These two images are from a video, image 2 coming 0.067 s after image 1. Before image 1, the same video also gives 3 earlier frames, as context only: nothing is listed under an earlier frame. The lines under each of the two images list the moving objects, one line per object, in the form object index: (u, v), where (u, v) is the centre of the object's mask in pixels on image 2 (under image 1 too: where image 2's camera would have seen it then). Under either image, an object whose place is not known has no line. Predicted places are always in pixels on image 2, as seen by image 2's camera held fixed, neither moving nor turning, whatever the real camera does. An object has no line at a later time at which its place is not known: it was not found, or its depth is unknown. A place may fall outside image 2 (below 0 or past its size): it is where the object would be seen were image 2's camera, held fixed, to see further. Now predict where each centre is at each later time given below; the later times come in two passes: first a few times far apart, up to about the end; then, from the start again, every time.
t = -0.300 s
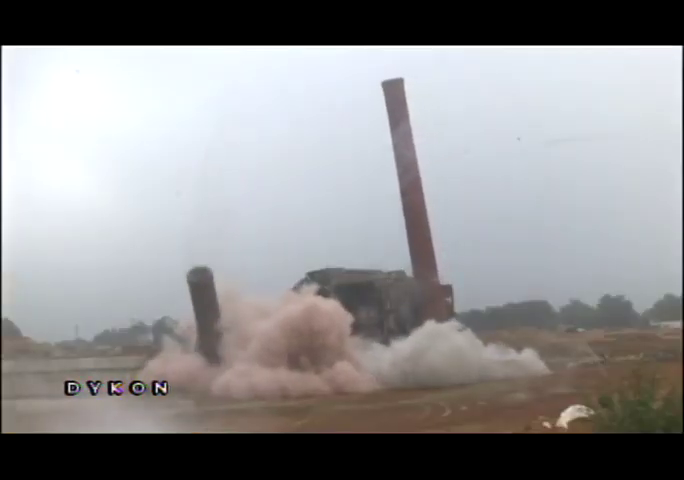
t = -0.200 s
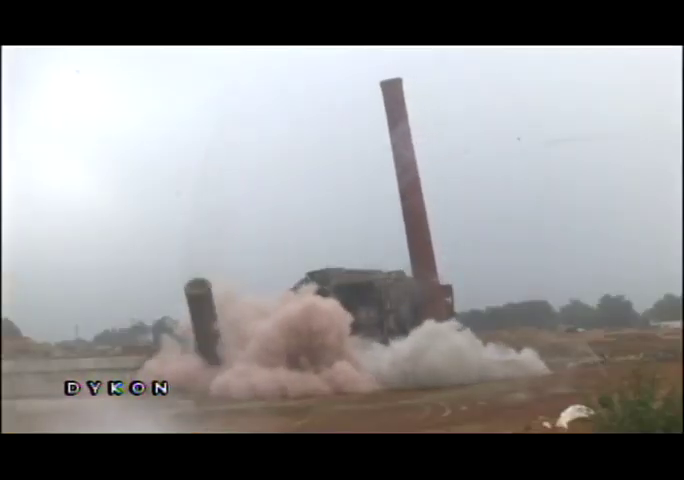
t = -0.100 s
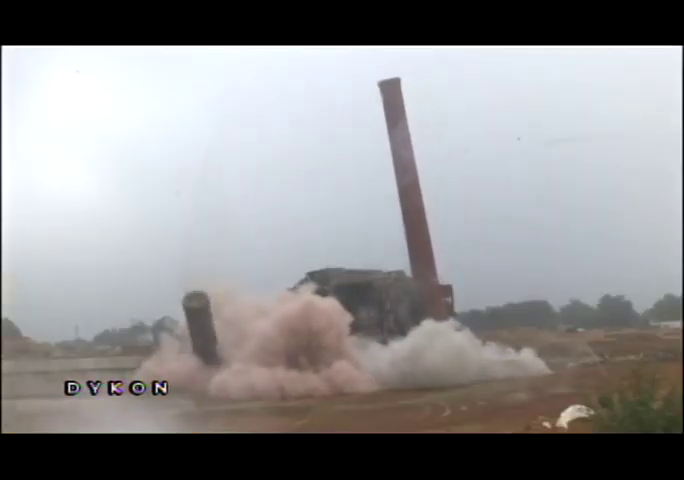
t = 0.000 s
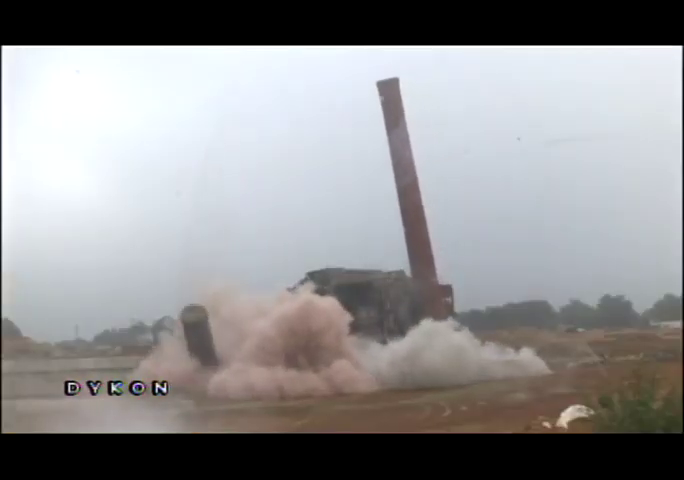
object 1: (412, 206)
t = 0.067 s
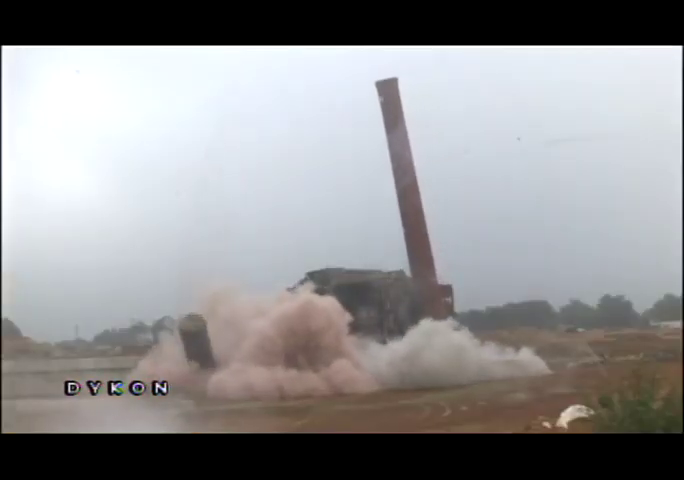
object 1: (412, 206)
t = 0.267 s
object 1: (410, 206)
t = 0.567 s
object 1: (407, 207)
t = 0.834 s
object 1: (404, 207)
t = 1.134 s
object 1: (400, 208)
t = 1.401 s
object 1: (396, 210)
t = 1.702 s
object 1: (391, 212)
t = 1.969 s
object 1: (386, 215)
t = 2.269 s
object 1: (379, 220)
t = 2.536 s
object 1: (373, 228)
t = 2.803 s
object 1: (367, 240)
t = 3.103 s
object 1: (361, 254)
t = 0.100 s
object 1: (411, 206)
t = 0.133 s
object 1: (411, 206)
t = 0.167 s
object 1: (411, 206)
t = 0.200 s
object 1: (410, 206)
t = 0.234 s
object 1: (410, 206)
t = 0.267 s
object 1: (410, 206)
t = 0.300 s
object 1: (409, 206)
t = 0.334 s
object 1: (409, 206)
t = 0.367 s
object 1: (409, 207)
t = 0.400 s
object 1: (409, 207)
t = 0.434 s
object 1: (408, 207)
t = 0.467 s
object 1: (408, 207)
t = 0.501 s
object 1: (408, 207)
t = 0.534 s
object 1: (407, 207)
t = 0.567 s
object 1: (407, 207)
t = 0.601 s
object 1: (406, 207)
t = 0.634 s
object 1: (406, 207)
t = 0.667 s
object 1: (406, 207)
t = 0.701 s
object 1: (405, 207)
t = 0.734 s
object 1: (405, 207)
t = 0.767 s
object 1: (404, 207)
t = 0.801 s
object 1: (404, 207)
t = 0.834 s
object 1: (404, 207)
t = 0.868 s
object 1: (403, 207)
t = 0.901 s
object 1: (403, 208)
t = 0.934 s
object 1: (402, 208)
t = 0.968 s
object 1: (402, 208)
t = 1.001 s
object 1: (402, 208)
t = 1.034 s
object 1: (401, 208)
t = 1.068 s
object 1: (401, 208)
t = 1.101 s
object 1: (400, 209)
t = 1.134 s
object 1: (400, 208)
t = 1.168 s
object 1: (399, 209)
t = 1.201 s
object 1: (399, 209)
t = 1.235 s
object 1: (399, 209)
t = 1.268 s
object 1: (398, 209)
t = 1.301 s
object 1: (397, 209)
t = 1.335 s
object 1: (397, 210)
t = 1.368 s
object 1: (396, 209)
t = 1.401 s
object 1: (396, 210)
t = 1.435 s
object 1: (395, 211)
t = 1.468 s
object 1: (395, 211)
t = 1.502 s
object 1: (394, 211)
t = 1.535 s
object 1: (394, 211)
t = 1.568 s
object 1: (393, 211)
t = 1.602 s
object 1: (392, 211)
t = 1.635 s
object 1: (392, 211)
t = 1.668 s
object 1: (391, 212)
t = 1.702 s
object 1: (391, 212)
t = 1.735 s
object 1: (390, 212)
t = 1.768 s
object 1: (389, 212)
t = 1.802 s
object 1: (389, 212)
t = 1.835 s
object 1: (388, 212)
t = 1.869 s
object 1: (387, 213)
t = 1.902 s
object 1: (387, 213)
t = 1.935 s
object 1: (386, 214)
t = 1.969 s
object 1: (386, 215)
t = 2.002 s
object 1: (385, 215)
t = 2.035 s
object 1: (384, 216)
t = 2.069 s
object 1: (384, 217)
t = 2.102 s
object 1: (383, 217)
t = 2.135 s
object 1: (382, 217)
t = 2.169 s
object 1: (381, 218)
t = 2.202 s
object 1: (381, 219)
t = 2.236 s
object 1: (380, 220)
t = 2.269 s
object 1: (379, 220)
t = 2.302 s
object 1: (378, 221)
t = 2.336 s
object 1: (378, 222)
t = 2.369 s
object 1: (377, 223)
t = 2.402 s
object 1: (376, 223)
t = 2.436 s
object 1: (375, 224)
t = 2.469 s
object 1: (375, 226)
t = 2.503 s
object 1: (374, 227)
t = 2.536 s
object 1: (373, 228)
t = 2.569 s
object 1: (373, 229)
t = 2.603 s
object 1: (372, 230)
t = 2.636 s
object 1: (371, 232)
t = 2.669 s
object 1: (370, 233)
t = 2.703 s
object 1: (370, 235)
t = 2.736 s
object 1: (369, 237)
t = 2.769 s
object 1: (368, 238)
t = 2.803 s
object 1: (367, 240)
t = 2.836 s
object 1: (367, 241)
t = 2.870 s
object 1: (366, 243)
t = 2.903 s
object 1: (365, 244)
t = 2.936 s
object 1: (364, 246)
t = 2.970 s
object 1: (363, 247)
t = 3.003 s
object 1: (363, 249)
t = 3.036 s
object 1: (362, 251)
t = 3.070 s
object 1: (361, 252)
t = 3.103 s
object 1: (361, 254)
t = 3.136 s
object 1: (360, 256)
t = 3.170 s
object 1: (359, 258)
